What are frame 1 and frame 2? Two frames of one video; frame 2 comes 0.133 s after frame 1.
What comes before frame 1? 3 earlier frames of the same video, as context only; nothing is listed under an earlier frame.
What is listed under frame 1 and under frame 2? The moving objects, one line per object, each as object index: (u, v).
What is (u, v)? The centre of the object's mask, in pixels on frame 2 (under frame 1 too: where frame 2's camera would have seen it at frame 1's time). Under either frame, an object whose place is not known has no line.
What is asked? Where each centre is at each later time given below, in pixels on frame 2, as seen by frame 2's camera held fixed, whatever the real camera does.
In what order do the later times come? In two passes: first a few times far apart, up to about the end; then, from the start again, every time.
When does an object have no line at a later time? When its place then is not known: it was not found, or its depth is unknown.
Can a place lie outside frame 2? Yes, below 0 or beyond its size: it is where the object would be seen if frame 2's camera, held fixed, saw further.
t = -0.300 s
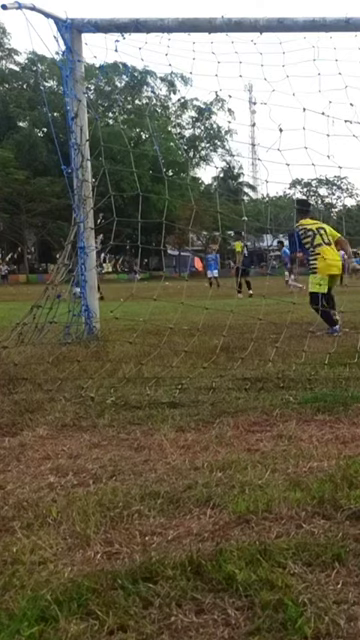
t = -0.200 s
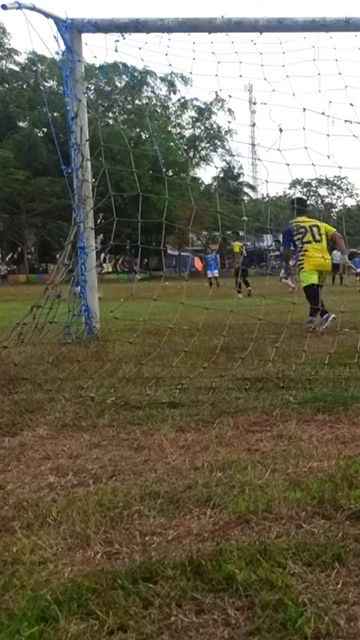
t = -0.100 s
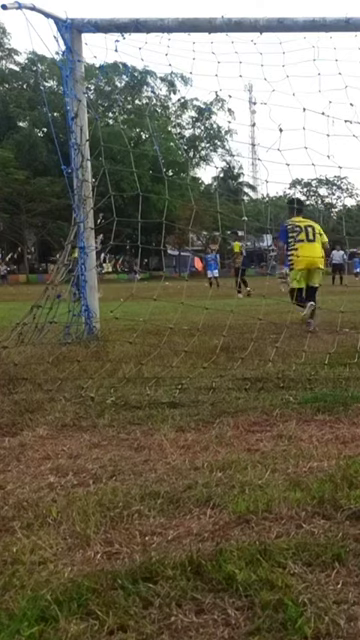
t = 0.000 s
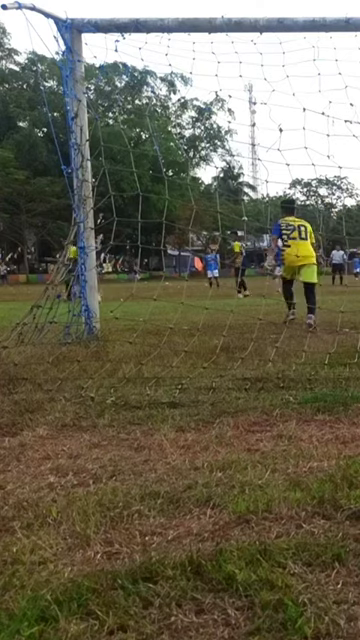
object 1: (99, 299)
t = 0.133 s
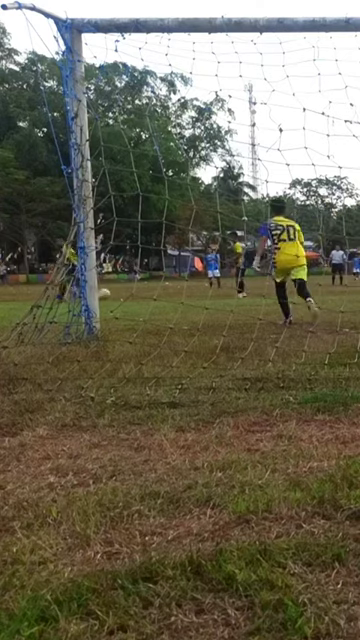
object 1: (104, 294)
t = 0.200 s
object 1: (109, 293)
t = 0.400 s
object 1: (125, 301)
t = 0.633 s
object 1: (145, 301)
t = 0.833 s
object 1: (165, 302)
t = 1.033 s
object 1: (189, 304)
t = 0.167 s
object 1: (105, 293)
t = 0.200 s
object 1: (109, 293)
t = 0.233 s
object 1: (111, 293)
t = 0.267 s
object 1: (114, 294)
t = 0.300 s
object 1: (117, 296)
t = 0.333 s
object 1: (119, 298)
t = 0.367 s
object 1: (122, 300)
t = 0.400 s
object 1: (125, 301)
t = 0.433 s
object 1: (127, 299)
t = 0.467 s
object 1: (130, 298)
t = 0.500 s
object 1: (133, 297)
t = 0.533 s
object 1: (137, 297)
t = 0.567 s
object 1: (139, 298)
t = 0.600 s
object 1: (142, 299)
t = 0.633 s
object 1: (145, 301)
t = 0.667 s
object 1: (147, 302)
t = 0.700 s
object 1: (151, 302)
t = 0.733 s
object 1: (155, 301)
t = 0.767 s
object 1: (158, 301)
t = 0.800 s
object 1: (162, 301)
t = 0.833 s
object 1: (165, 302)
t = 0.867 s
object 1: (169, 302)
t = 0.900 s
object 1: (173, 301)
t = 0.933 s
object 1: (177, 301)
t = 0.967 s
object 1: (180, 302)
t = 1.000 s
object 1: (185, 302)
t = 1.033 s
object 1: (189, 304)
